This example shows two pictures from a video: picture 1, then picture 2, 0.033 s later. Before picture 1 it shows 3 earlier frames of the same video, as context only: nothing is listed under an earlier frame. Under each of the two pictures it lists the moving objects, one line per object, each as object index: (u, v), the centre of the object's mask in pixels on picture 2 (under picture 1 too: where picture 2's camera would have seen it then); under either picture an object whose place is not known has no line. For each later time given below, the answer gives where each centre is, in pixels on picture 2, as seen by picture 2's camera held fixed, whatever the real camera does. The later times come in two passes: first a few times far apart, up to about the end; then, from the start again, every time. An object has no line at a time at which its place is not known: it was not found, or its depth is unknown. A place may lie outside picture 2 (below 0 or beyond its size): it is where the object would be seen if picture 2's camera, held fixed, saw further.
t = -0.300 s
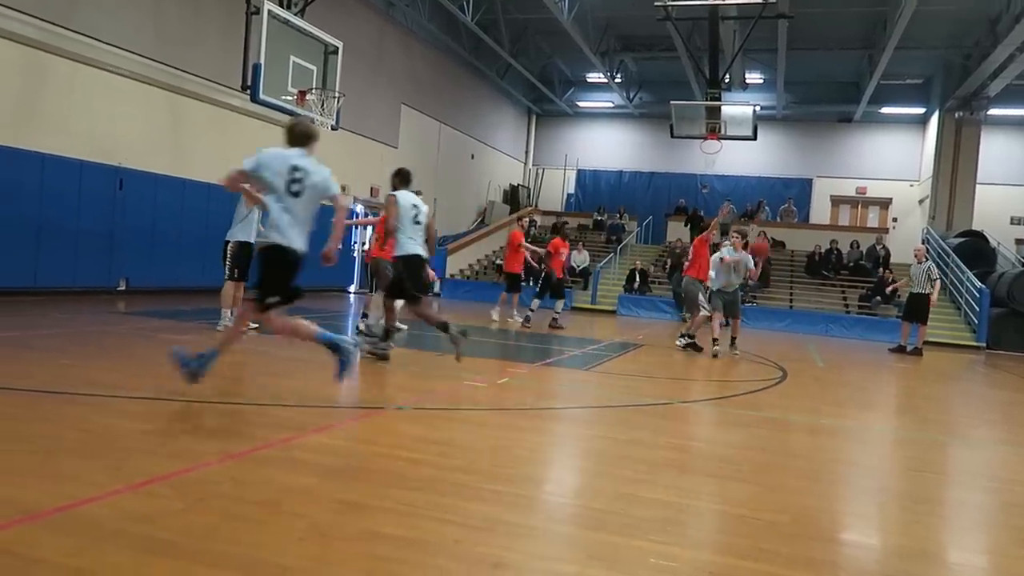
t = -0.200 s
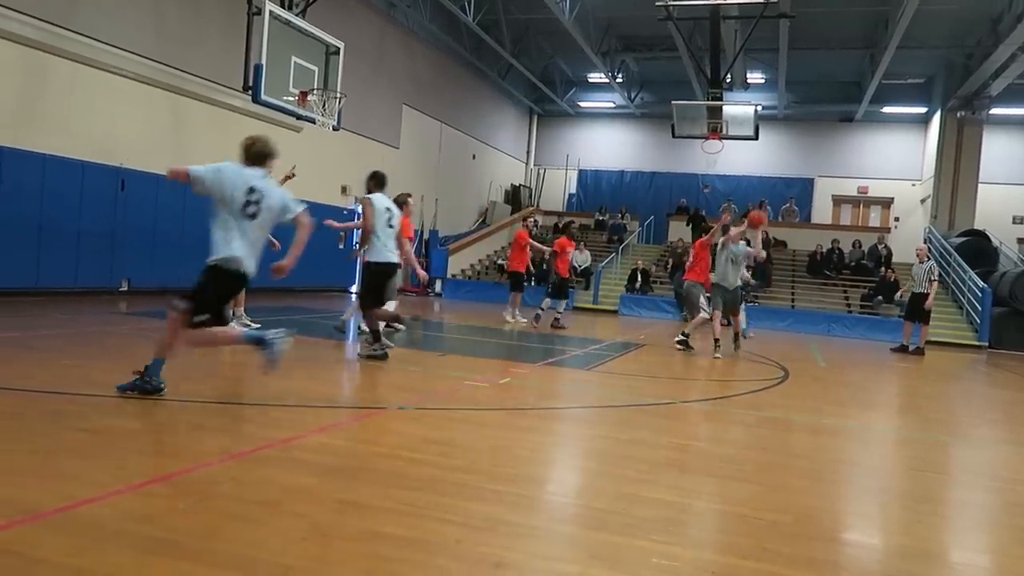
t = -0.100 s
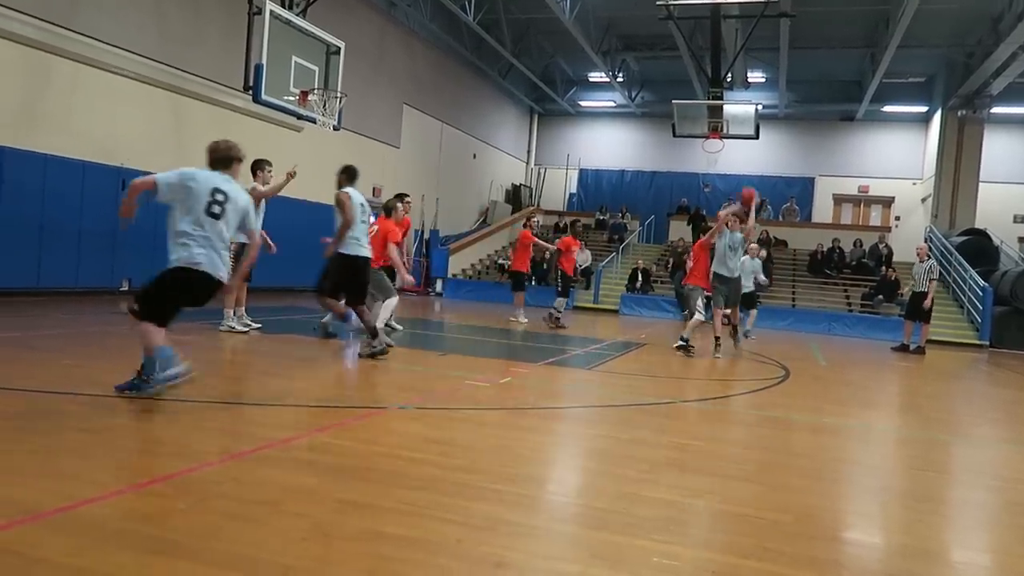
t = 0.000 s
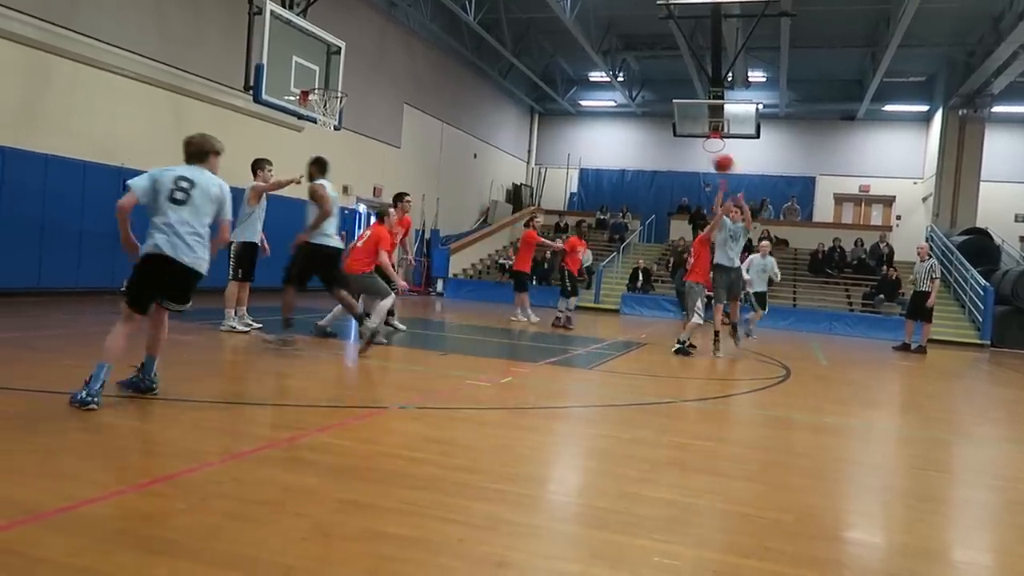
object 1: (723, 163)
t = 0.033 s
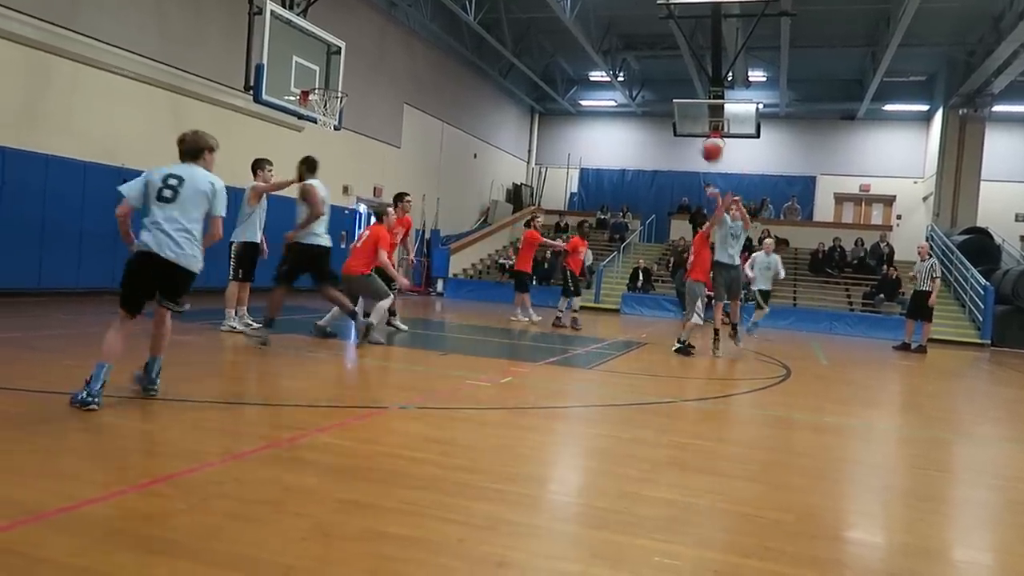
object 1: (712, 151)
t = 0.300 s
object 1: (589, 79)
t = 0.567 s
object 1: (399, 62)
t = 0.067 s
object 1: (699, 141)
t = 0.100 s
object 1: (687, 129)
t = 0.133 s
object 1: (672, 120)
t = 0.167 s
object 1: (658, 110)
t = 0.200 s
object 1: (644, 102)
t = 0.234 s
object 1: (628, 93)
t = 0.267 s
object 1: (611, 87)
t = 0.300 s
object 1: (589, 79)
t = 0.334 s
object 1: (573, 73)
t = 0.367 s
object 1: (553, 69)
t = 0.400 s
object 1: (532, 65)
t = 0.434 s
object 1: (509, 62)
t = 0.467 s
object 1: (485, 61)
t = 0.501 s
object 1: (459, 60)
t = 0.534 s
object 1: (429, 61)
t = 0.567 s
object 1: (399, 62)
